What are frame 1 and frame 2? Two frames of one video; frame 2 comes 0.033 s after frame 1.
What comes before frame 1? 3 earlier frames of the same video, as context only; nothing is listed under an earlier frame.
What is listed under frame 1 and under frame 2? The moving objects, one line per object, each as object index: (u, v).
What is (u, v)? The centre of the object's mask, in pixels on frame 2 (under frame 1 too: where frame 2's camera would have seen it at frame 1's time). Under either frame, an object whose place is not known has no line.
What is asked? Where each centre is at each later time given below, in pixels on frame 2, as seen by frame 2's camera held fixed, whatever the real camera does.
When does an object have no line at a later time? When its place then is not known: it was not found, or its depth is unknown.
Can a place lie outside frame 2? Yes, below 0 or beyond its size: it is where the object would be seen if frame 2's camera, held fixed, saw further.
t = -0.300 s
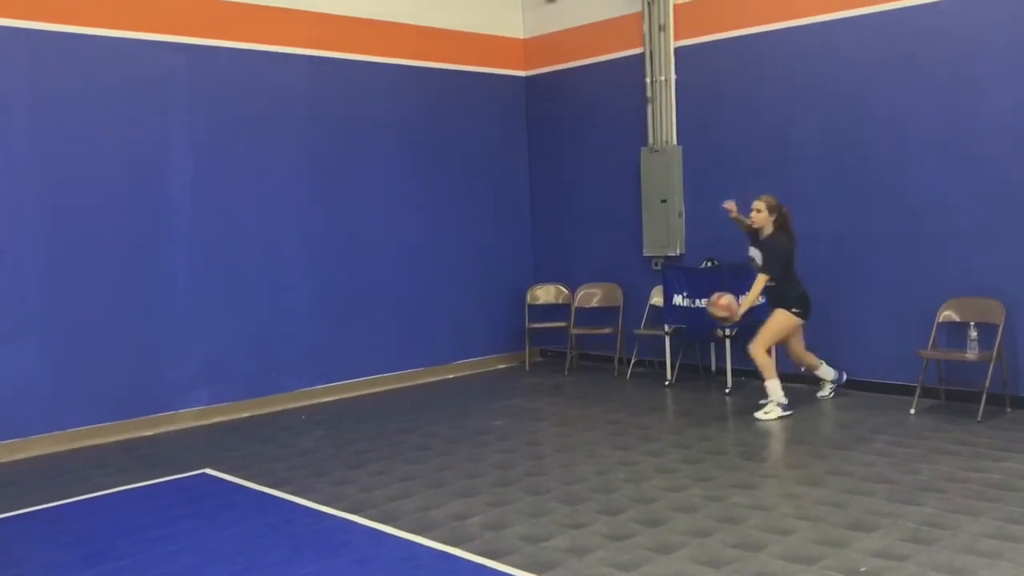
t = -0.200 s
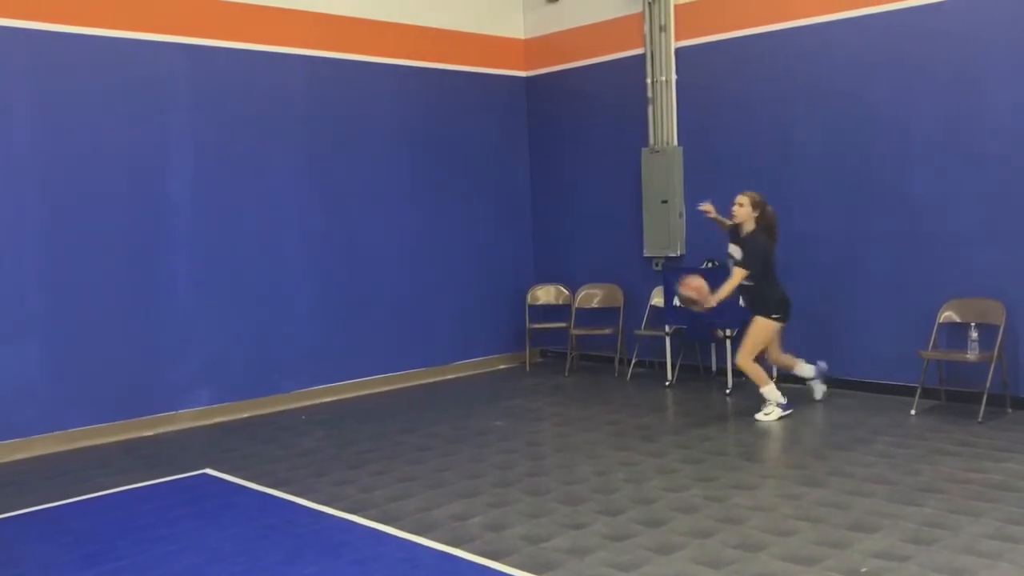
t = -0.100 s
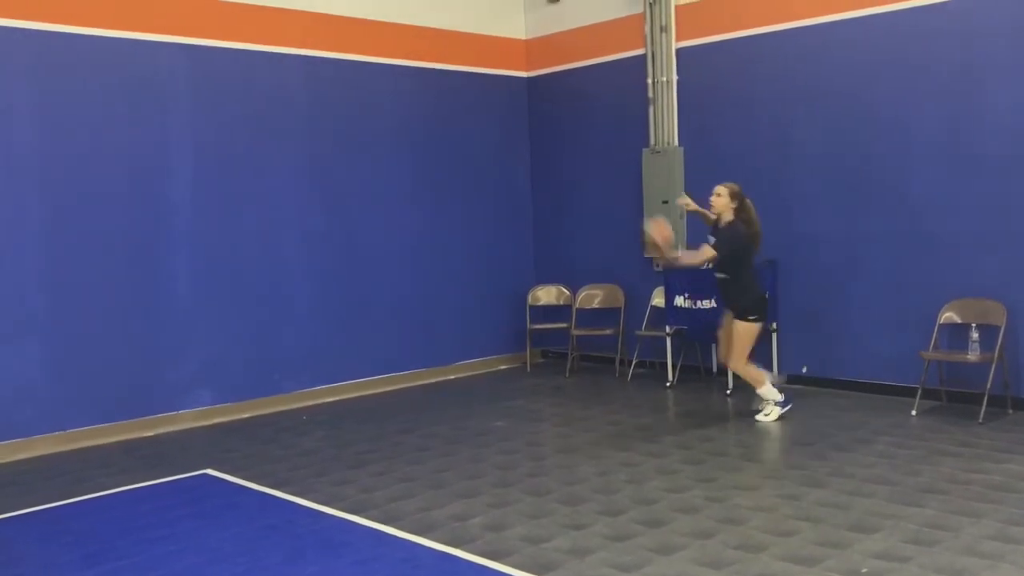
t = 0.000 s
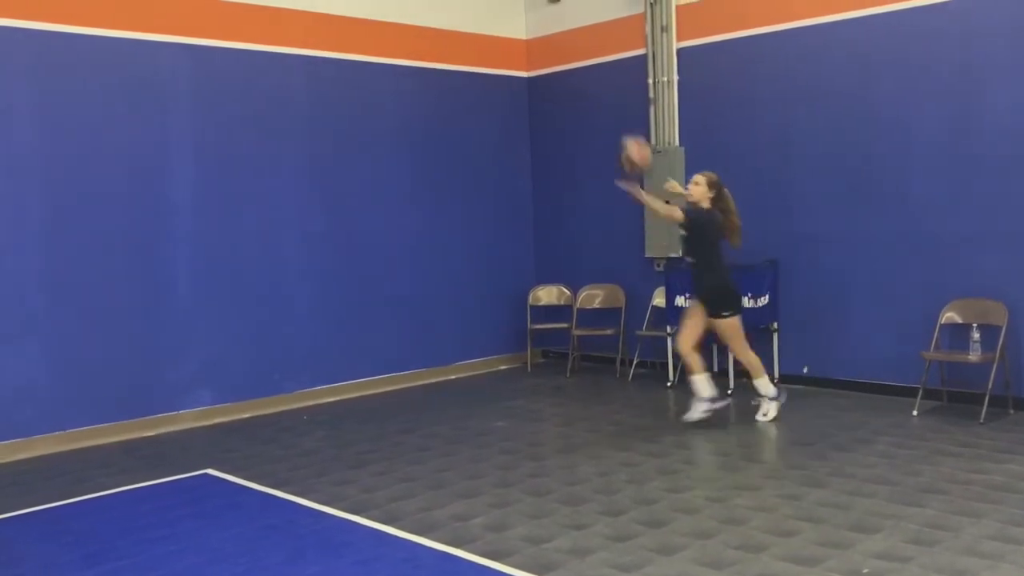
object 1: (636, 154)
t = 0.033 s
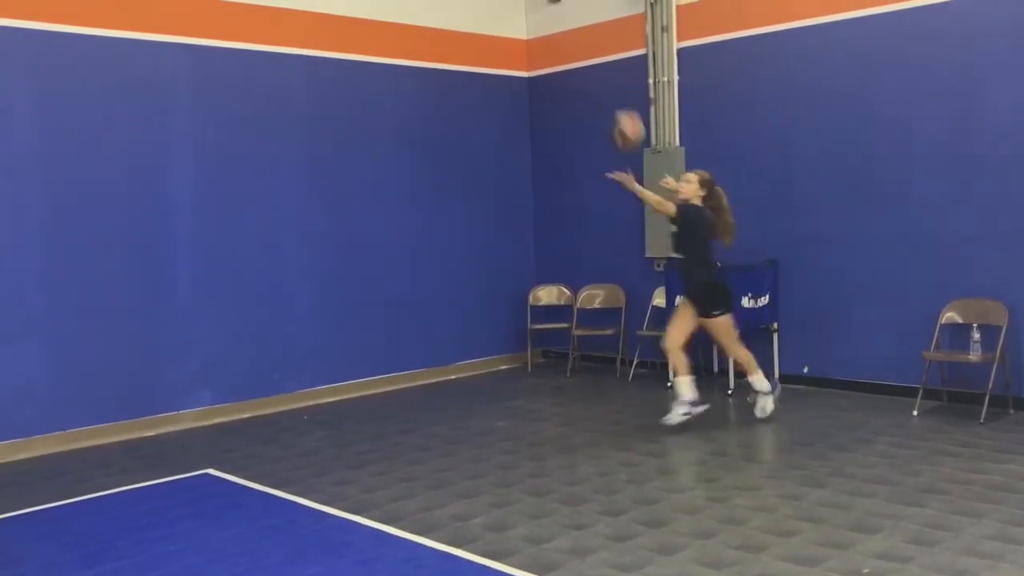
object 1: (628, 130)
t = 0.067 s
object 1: (621, 106)
